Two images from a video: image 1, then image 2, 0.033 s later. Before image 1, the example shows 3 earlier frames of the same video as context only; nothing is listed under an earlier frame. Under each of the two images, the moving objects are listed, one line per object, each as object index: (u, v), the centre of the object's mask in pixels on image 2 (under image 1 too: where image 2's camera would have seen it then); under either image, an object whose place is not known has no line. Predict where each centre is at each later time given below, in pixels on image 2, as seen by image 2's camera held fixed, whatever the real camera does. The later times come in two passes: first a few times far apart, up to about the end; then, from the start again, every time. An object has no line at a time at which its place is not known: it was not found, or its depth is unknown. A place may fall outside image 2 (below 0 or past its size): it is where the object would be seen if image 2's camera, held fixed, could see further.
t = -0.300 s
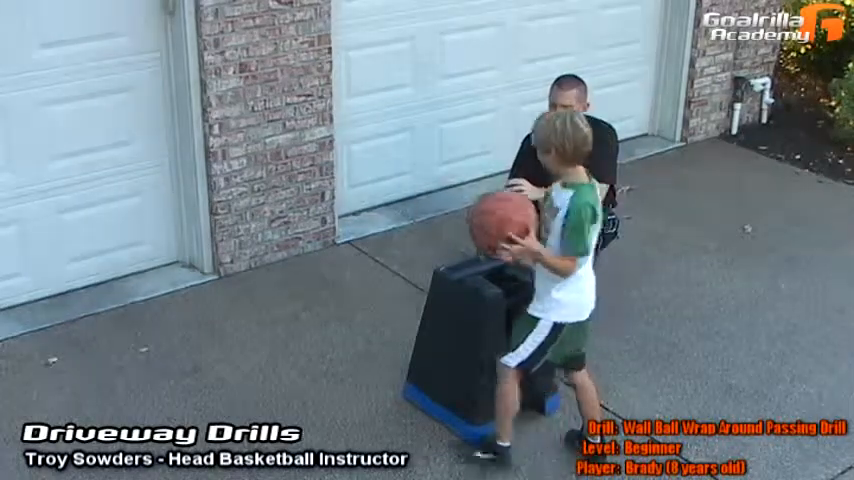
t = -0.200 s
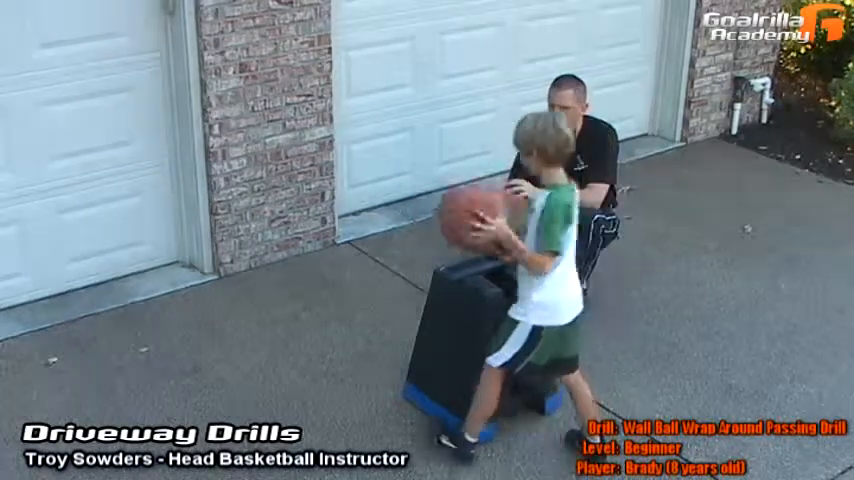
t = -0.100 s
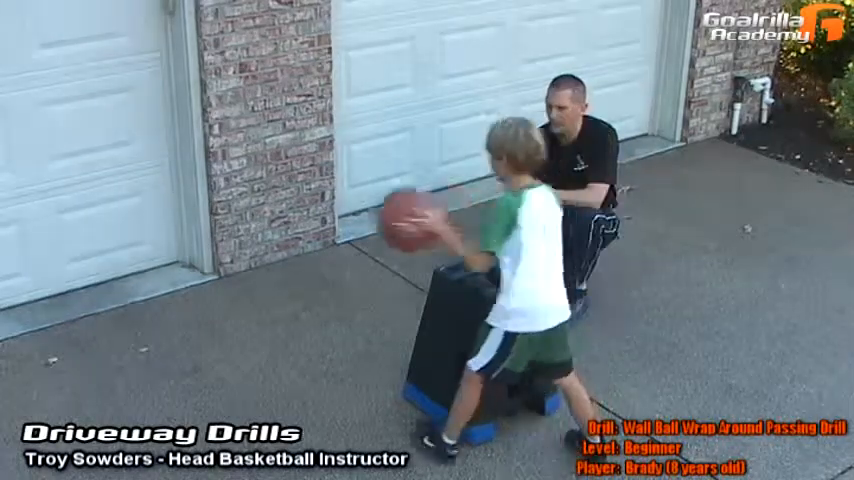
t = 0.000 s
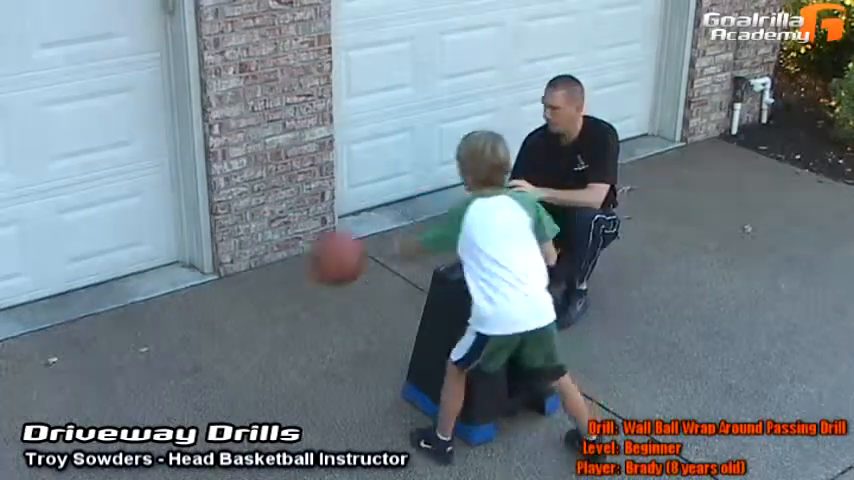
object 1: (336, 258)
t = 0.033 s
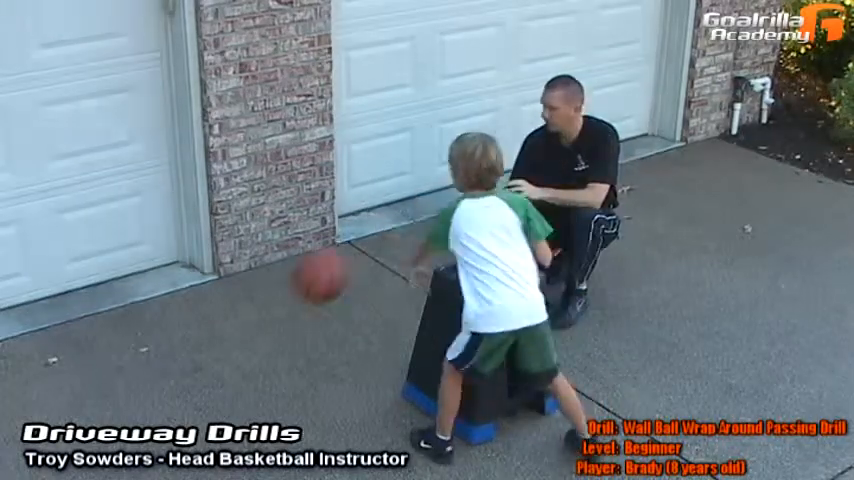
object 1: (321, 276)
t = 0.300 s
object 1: (254, 120)
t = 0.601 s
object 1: (330, 76)
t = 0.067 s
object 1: (303, 295)
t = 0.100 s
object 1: (295, 308)
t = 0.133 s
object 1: (287, 270)
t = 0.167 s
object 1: (277, 232)
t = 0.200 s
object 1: (275, 200)
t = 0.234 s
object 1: (267, 170)
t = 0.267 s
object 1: (264, 145)
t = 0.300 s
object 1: (254, 120)
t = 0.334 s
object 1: (258, 102)
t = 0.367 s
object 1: (267, 90)
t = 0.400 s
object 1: (275, 83)
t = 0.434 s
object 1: (280, 79)
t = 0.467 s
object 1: (292, 71)
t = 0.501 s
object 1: (299, 71)
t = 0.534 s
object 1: (310, 70)
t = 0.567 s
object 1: (320, 72)
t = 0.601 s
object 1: (330, 76)
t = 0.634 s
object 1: (340, 83)
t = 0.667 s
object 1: (350, 93)
